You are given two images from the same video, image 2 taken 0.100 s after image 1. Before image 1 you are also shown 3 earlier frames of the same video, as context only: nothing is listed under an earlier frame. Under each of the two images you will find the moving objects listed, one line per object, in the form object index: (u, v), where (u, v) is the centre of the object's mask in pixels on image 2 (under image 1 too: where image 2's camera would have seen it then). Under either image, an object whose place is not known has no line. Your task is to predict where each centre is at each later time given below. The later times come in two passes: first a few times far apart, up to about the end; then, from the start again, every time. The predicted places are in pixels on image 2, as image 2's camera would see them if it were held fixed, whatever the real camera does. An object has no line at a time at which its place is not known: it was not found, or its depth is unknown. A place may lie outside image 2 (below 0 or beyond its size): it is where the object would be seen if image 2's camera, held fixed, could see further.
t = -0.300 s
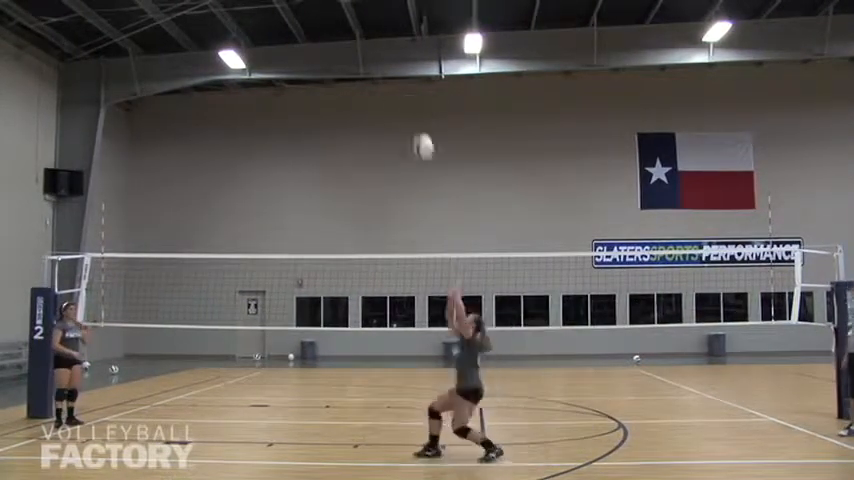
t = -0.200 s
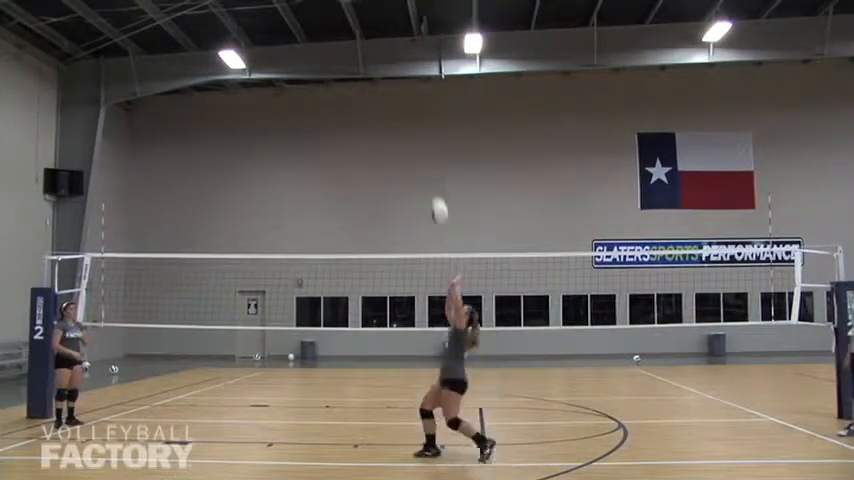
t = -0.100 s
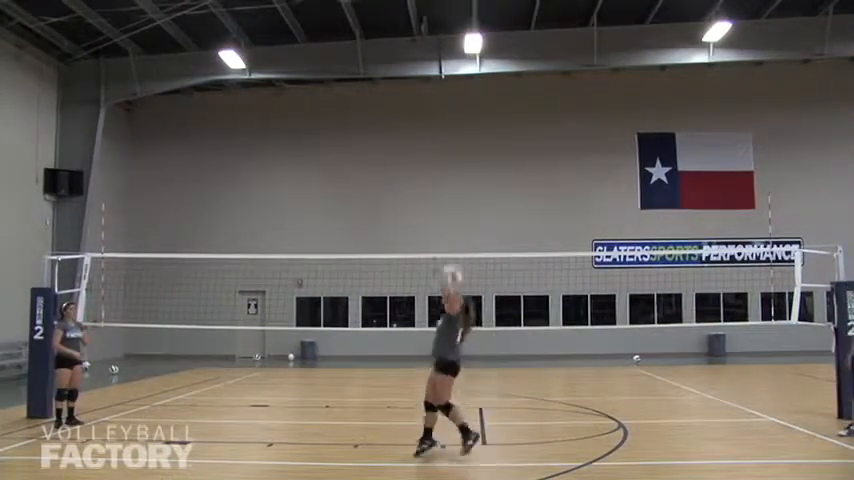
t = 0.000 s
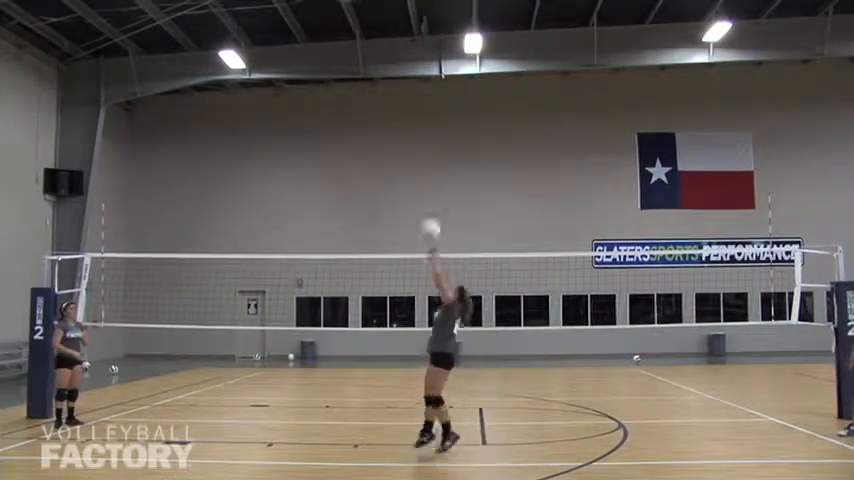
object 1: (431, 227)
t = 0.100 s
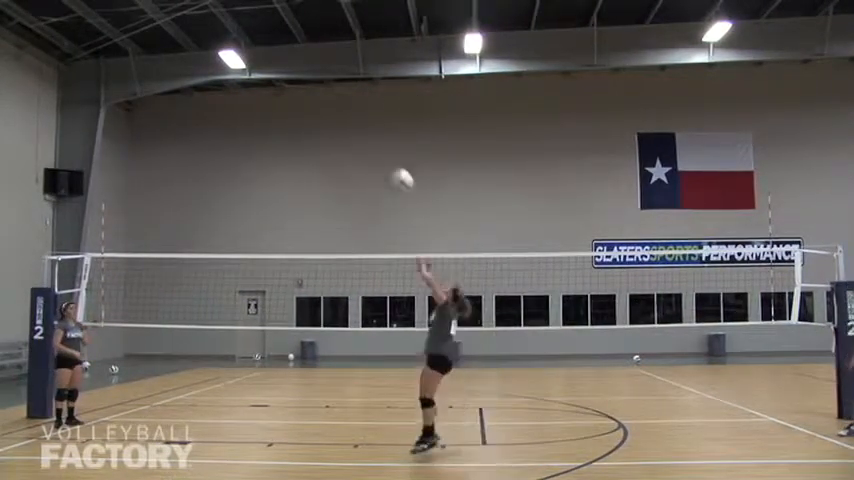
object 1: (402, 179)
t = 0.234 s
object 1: (369, 130)
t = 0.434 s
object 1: (323, 89)
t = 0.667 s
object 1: (274, 86)
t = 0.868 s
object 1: (235, 116)
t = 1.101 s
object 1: (193, 186)
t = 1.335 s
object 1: (156, 291)
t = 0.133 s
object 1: (394, 164)
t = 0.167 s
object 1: (384, 151)
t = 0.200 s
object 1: (377, 141)
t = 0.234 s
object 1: (369, 130)
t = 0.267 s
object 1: (360, 121)
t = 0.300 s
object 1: (352, 113)
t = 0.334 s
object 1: (346, 105)
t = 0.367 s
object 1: (337, 99)
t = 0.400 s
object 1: (330, 94)
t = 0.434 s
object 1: (323, 89)
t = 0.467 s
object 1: (315, 86)
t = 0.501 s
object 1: (308, 84)
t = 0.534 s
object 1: (301, 82)
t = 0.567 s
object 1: (294, 82)
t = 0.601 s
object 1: (287, 82)
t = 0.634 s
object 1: (281, 83)
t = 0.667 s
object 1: (274, 86)
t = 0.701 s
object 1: (267, 88)
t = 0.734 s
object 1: (261, 94)
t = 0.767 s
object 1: (254, 97)
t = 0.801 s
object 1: (248, 103)
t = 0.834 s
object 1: (241, 109)
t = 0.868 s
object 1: (235, 116)
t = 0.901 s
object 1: (229, 124)
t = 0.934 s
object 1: (223, 131)
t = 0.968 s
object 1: (217, 141)
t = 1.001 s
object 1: (211, 151)
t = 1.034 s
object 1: (205, 162)
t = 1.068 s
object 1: (199, 174)
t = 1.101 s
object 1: (193, 186)
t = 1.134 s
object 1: (188, 200)
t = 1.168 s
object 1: (182, 213)
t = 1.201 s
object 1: (177, 227)
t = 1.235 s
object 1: (171, 242)
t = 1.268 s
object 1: (168, 258)
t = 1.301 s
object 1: (161, 274)
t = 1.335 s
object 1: (156, 291)
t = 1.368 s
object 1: (152, 308)
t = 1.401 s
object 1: (148, 325)
